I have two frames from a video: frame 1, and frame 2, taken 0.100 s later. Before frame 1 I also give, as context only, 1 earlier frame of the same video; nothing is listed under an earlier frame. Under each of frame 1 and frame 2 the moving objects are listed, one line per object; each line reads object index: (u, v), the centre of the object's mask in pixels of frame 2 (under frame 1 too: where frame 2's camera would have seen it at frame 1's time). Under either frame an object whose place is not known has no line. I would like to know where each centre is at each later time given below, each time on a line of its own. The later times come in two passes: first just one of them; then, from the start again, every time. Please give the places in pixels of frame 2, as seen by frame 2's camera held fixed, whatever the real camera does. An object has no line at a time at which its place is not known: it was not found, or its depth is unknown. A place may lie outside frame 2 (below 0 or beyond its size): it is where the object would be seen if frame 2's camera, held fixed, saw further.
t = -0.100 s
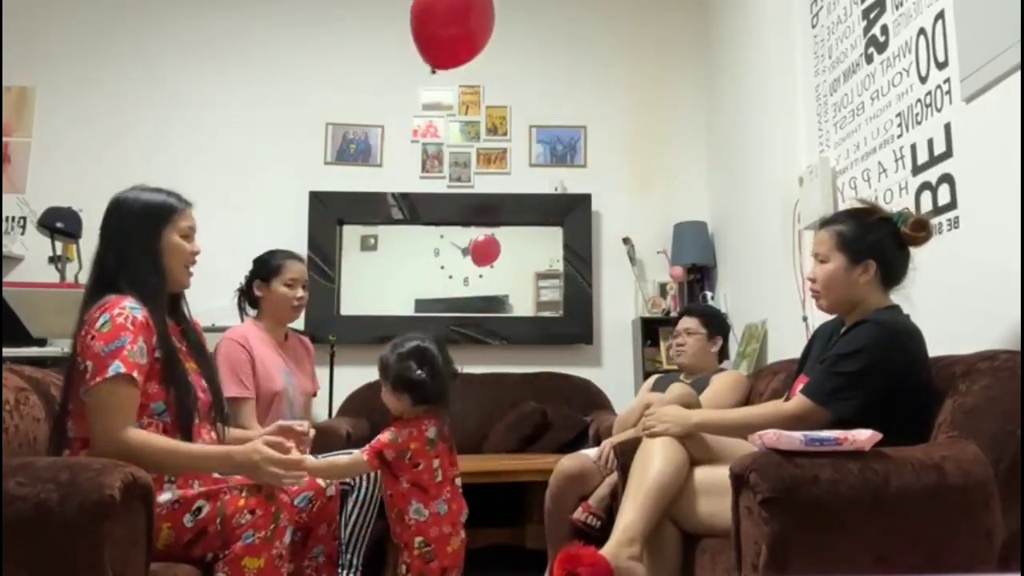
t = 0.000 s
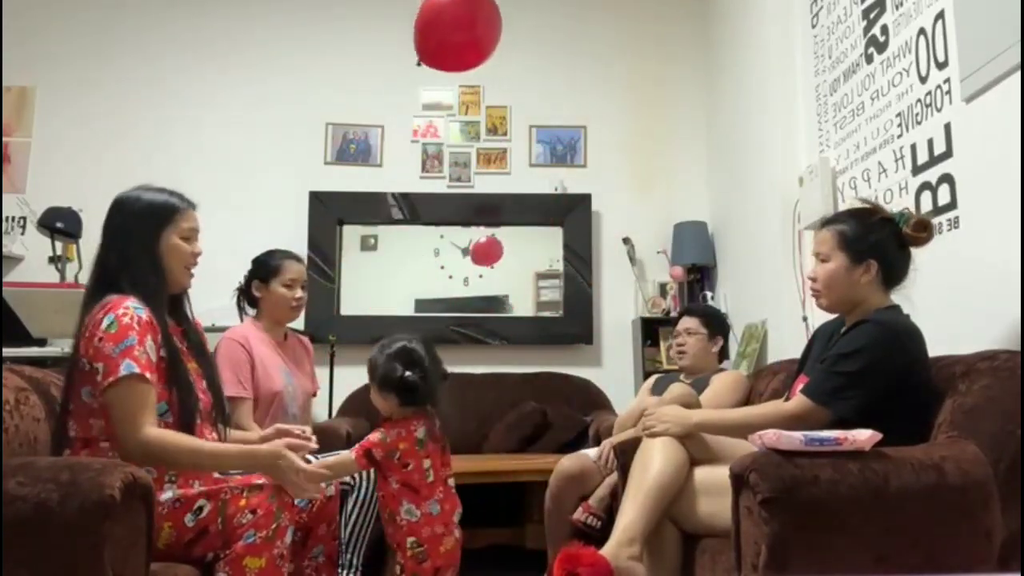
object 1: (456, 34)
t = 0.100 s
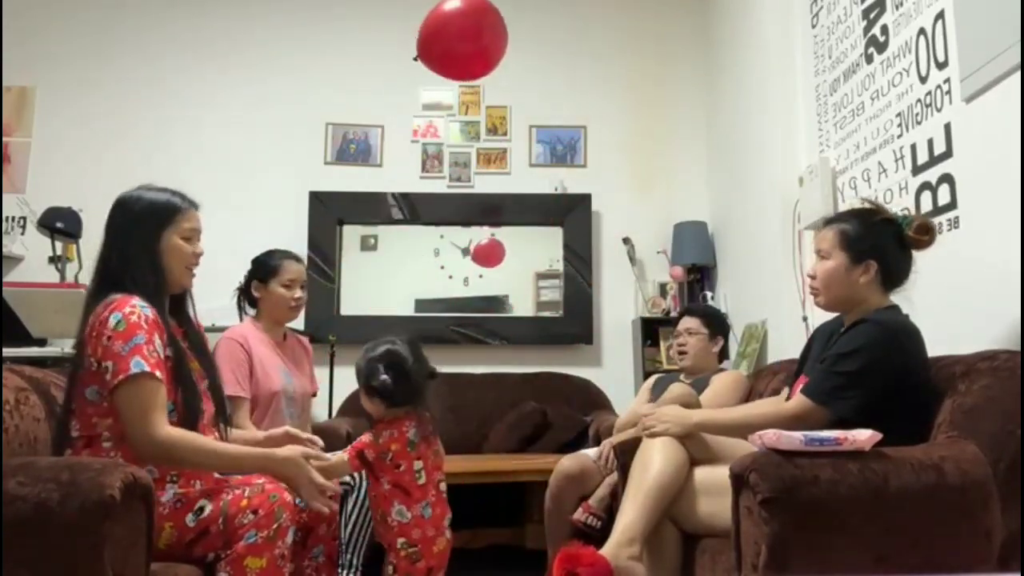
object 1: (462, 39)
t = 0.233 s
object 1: (469, 58)
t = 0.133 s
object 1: (464, 43)
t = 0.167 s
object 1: (466, 47)
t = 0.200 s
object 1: (468, 52)
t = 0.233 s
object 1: (469, 58)
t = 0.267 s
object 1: (471, 63)
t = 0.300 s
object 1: (472, 70)
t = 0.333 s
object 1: (473, 76)
